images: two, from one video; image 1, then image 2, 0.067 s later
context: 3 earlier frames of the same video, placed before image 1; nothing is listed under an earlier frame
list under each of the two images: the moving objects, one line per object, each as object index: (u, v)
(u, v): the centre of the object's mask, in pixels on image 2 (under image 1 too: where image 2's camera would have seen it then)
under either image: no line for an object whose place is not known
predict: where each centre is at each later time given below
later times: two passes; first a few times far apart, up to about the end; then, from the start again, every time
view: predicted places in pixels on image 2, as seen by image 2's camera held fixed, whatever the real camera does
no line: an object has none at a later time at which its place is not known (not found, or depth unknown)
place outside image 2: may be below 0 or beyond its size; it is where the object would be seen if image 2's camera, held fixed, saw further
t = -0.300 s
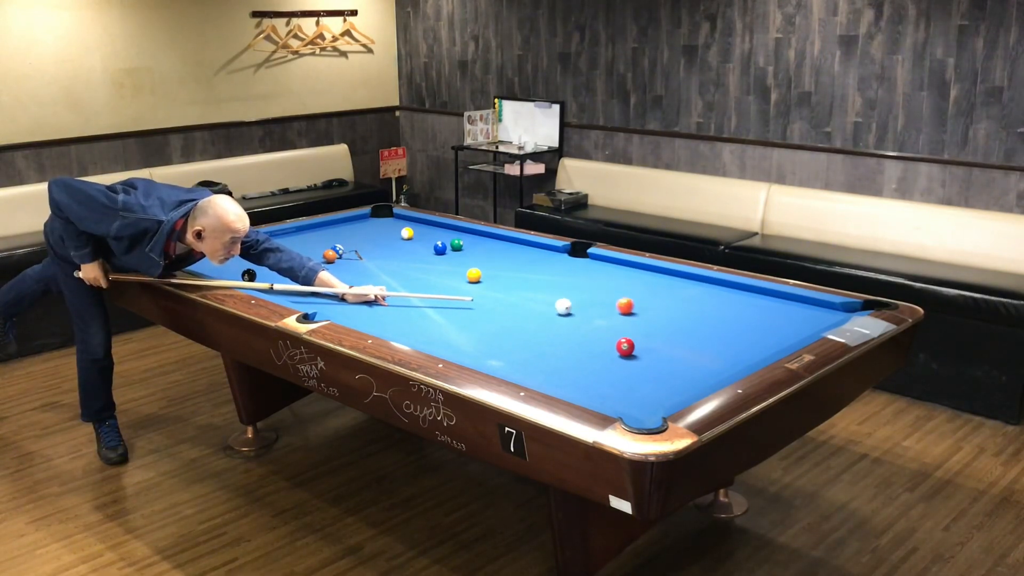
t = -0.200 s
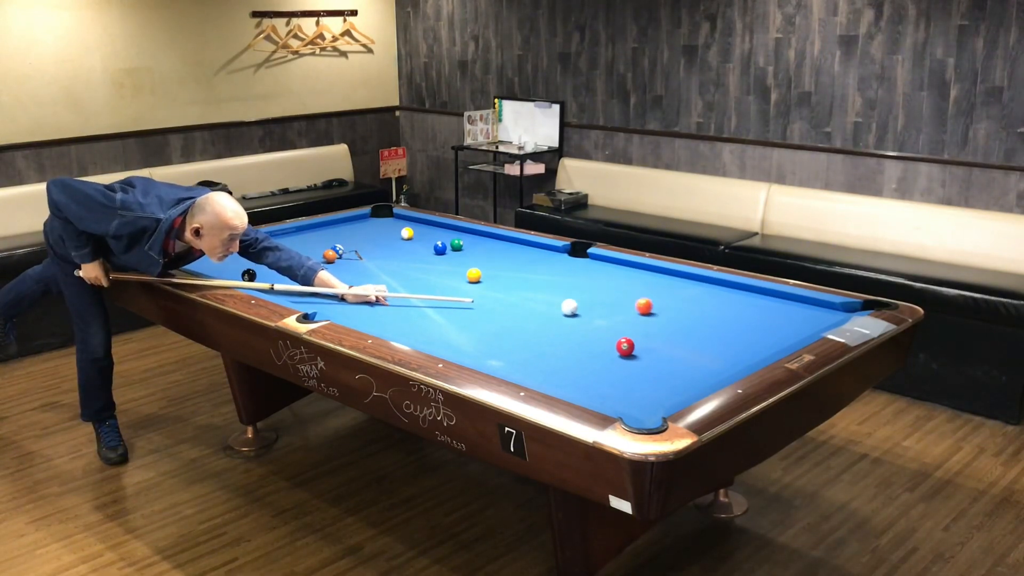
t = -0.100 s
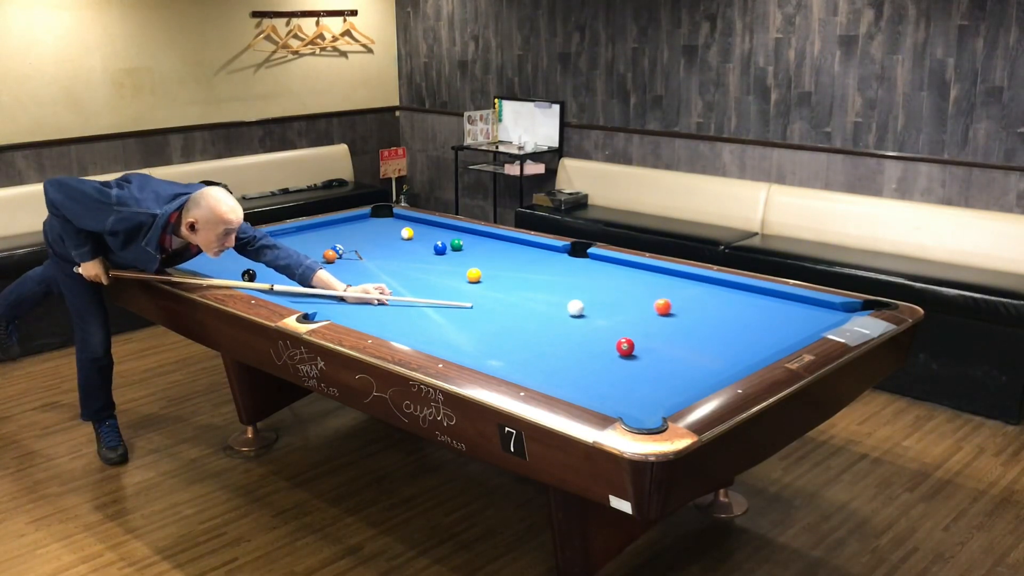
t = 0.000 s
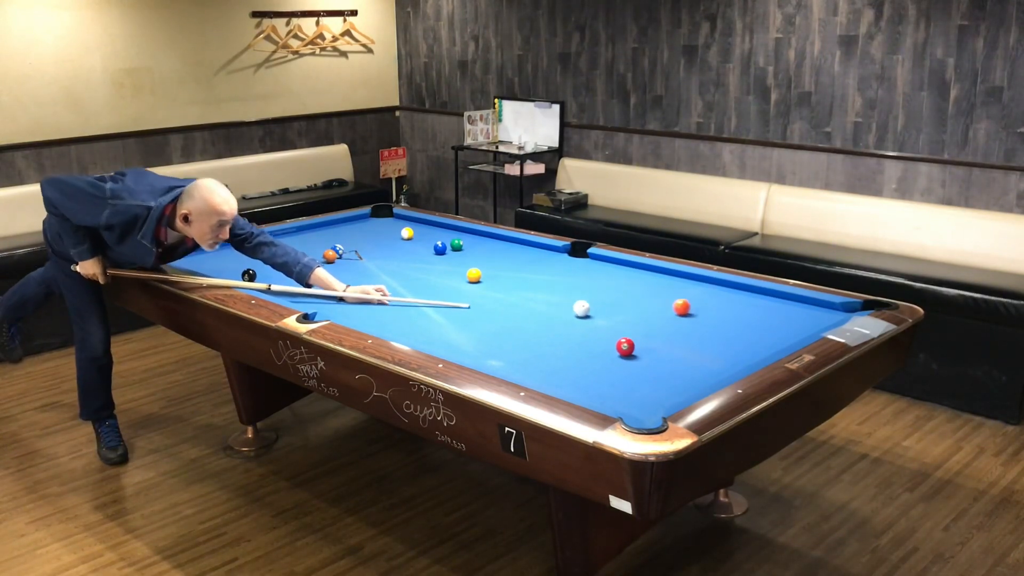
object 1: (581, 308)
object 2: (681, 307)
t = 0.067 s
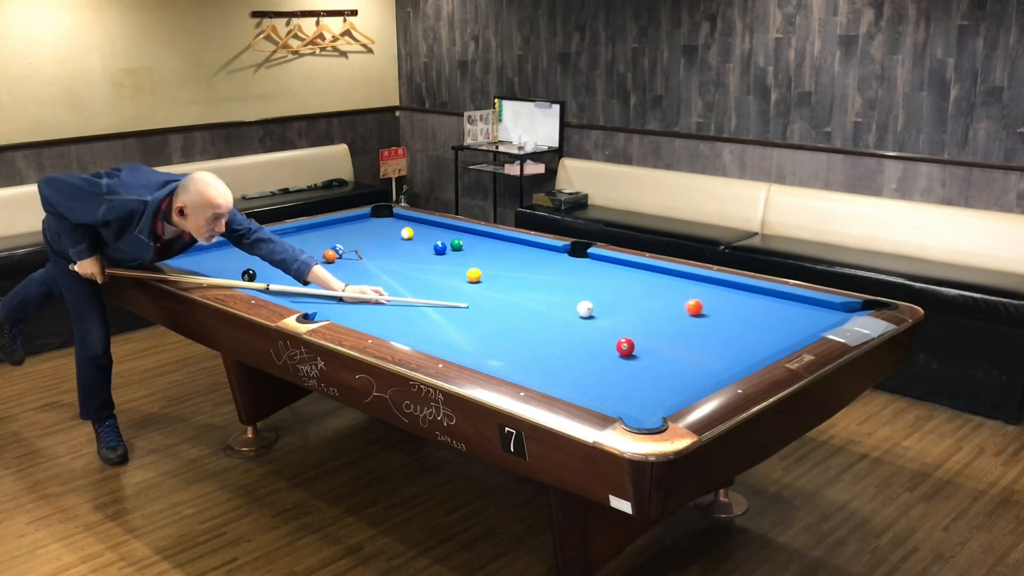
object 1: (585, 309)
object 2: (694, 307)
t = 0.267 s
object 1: (596, 310)
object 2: (731, 308)
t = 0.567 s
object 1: (610, 312)
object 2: (784, 309)
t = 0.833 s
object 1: (622, 314)
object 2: (830, 310)
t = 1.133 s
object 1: (633, 315)
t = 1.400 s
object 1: (640, 316)
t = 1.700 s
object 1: (647, 317)
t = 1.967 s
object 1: (651, 318)
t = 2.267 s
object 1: (654, 318)
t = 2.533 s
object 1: (654, 319)
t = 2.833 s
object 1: (654, 319)
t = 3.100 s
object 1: (654, 319)
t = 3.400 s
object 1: (654, 319)
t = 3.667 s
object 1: (654, 319)
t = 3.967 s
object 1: (654, 319)
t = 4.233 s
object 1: (654, 319)
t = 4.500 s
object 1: (654, 319)
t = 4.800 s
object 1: (654, 319)
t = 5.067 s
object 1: (654, 319)
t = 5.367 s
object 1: (654, 319)
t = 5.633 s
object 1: (654, 319)
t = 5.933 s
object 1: (654, 319)
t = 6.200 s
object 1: (654, 319)
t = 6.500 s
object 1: (654, 319)
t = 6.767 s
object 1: (654, 319)
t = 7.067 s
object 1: (654, 319)
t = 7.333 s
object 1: (654, 319)
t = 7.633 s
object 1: (654, 319)
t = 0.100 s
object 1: (587, 309)
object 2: (700, 307)
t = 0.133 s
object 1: (588, 309)
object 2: (706, 307)
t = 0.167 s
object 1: (590, 310)
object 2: (712, 308)
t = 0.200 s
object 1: (592, 310)
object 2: (718, 308)
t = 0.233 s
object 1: (594, 310)
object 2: (724, 308)
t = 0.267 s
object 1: (596, 310)
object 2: (731, 308)
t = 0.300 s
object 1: (597, 310)
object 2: (736, 308)
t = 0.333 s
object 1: (599, 311)
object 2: (742, 308)
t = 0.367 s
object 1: (601, 311)
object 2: (749, 309)
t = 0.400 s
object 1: (602, 311)
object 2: (754, 309)
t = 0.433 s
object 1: (604, 311)
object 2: (760, 309)
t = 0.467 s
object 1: (606, 311)
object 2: (766, 309)
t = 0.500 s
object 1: (607, 312)
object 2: (772, 309)
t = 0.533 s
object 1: (609, 312)
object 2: (778, 309)
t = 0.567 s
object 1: (610, 312)
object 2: (784, 309)
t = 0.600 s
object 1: (612, 312)
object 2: (789, 309)
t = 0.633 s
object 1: (613, 313)
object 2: (795, 309)
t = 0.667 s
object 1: (615, 313)
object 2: (801, 309)
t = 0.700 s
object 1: (616, 313)
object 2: (807, 310)
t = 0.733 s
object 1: (617, 313)
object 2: (813, 310)
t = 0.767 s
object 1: (619, 313)
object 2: (819, 310)
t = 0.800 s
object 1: (620, 314)
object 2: (824, 310)
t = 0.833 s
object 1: (622, 314)
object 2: (830, 310)
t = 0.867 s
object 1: (623, 314)
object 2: (835, 310)
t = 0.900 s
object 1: (624, 314)
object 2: (841, 310)
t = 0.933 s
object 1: (626, 314)
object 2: (846, 309)
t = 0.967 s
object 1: (627, 314)
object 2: (851, 309)
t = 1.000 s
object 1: (628, 314)
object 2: (857, 308)
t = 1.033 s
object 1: (629, 315)
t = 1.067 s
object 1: (630, 315)
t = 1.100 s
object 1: (631, 315)
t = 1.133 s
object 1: (633, 315)
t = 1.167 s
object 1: (634, 315)
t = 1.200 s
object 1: (635, 315)
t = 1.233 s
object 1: (636, 316)
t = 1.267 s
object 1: (637, 316)
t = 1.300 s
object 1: (638, 316)
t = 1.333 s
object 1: (639, 316)
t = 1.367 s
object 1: (639, 316)
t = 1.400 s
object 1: (640, 316)
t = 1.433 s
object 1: (641, 316)
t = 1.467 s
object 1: (642, 317)
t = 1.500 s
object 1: (643, 317)
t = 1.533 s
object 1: (643, 317)
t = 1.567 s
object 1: (644, 317)
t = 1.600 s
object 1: (645, 317)
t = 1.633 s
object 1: (646, 317)
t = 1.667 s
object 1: (646, 317)
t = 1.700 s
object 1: (647, 317)
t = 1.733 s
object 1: (648, 317)
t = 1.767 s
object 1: (648, 318)
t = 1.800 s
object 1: (649, 318)
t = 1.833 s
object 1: (649, 318)
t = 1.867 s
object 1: (650, 318)
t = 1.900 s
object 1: (650, 318)
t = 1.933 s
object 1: (651, 318)
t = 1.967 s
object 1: (651, 318)
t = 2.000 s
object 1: (652, 318)
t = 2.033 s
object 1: (652, 318)
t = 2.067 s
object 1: (652, 318)
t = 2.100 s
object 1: (653, 318)
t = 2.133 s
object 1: (653, 318)
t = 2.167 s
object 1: (653, 318)
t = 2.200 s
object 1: (653, 318)
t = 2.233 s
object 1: (654, 318)
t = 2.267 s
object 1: (654, 318)
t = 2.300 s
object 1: (654, 318)
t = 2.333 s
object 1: (654, 319)
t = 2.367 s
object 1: (654, 319)
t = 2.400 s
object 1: (654, 319)
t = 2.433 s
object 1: (654, 319)
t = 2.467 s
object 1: (654, 319)
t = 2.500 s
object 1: (654, 319)
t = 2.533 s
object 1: (654, 319)
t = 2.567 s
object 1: (654, 319)
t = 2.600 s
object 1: (654, 319)
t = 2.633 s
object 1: (654, 319)
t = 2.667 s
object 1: (654, 319)
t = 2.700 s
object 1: (654, 319)
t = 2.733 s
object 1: (654, 319)
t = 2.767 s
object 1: (654, 319)
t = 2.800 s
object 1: (654, 319)
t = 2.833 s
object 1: (654, 319)
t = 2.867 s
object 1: (654, 319)
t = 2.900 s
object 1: (654, 319)
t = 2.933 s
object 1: (654, 319)
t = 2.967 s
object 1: (654, 319)
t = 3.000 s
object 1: (654, 319)
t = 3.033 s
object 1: (654, 319)
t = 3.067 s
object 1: (654, 319)
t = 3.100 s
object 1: (654, 319)
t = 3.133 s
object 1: (654, 319)
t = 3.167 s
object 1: (654, 319)
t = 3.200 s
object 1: (654, 319)
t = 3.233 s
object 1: (654, 319)
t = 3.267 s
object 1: (654, 319)
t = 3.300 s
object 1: (654, 319)
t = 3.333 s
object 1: (654, 319)
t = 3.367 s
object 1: (654, 319)
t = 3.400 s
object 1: (654, 319)
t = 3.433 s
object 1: (654, 319)
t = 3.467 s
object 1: (654, 319)
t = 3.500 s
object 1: (654, 319)
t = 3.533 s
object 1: (654, 319)
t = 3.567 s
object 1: (654, 319)
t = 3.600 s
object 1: (654, 319)
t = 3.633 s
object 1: (654, 319)
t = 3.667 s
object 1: (654, 319)
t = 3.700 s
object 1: (654, 319)
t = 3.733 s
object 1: (654, 319)
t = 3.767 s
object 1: (654, 319)
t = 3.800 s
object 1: (654, 319)
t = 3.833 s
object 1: (654, 319)
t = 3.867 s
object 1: (654, 319)
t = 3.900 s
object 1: (654, 319)
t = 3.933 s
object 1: (654, 319)
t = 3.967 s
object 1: (654, 319)
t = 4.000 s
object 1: (654, 319)
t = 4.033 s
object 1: (654, 319)
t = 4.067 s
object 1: (654, 319)
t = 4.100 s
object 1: (654, 319)
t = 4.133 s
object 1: (654, 319)
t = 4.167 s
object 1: (654, 319)
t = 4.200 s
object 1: (654, 319)
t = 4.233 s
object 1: (654, 319)
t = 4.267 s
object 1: (654, 319)
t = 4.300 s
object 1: (654, 319)
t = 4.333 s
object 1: (654, 319)
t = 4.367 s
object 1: (654, 319)
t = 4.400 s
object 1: (654, 319)
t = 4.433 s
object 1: (654, 319)
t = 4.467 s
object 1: (654, 319)
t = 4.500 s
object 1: (654, 319)
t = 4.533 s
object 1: (654, 319)
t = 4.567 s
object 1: (654, 319)
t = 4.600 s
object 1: (654, 319)
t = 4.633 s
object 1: (654, 319)
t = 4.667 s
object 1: (654, 319)
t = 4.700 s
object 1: (654, 319)
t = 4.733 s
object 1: (654, 319)
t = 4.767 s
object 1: (654, 319)
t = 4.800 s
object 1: (654, 319)
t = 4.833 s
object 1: (654, 319)
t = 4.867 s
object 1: (654, 319)
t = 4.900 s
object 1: (654, 319)
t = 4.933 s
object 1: (654, 319)
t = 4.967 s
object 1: (654, 319)
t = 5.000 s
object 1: (654, 319)
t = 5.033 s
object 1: (654, 319)
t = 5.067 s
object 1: (654, 319)
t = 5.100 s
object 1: (654, 319)
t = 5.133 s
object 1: (654, 319)
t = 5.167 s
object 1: (654, 319)
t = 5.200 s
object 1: (654, 319)
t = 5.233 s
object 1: (654, 319)
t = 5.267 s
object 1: (654, 319)
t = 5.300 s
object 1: (654, 319)
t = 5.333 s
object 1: (654, 319)
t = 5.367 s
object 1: (654, 319)
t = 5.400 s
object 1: (654, 319)
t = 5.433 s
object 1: (654, 319)
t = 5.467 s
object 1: (654, 319)
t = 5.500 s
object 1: (654, 319)
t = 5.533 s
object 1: (654, 319)
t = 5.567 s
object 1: (654, 319)
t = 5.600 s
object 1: (654, 319)
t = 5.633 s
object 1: (654, 319)
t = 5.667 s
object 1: (654, 319)
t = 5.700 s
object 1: (654, 319)
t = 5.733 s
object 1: (654, 319)
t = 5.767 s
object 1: (654, 319)
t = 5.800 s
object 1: (654, 319)
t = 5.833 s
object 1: (654, 319)
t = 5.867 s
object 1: (654, 319)
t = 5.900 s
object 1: (654, 319)
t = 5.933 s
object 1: (654, 319)
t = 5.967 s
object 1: (654, 319)
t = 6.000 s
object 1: (654, 319)
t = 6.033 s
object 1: (654, 319)
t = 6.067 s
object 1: (654, 319)
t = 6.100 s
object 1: (654, 319)
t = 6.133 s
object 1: (654, 319)
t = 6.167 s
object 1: (654, 319)
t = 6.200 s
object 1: (654, 319)
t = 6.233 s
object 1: (654, 319)
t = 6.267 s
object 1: (654, 319)
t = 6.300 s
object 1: (654, 319)
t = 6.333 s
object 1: (654, 319)
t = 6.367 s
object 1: (654, 319)
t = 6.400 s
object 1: (654, 319)
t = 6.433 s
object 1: (654, 319)
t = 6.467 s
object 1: (654, 319)
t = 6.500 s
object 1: (654, 319)
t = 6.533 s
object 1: (654, 319)
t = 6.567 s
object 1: (654, 319)
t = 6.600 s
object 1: (654, 319)
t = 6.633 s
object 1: (654, 319)
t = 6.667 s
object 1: (654, 319)
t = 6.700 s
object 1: (654, 319)
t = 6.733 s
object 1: (654, 319)
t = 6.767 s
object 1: (654, 319)
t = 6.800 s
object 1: (654, 319)
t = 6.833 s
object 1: (654, 319)
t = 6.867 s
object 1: (654, 319)
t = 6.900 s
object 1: (654, 319)
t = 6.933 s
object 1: (654, 319)
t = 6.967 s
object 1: (654, 319)
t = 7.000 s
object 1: (654, 319)
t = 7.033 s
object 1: (654, 319)
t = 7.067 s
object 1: (654, 319)
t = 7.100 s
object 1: (654, 319)
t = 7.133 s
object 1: (654, 319)
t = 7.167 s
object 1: (654, 319)
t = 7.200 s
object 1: (654, 319)
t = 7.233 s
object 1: (654, 319)
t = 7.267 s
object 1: (654, 319)
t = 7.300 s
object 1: (654, 319)
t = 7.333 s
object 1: (654, 319)
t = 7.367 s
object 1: (654, 319)
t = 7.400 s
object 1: (654, 319)
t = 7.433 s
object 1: (654, 319)
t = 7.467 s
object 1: (654, 319)
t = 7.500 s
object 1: (654, 319)
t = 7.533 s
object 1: (654, 319)
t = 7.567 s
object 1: (654, 319)
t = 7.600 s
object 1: (654, 319)
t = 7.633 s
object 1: (654, 319)
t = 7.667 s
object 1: (654, 319)
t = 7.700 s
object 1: (654, 319)
